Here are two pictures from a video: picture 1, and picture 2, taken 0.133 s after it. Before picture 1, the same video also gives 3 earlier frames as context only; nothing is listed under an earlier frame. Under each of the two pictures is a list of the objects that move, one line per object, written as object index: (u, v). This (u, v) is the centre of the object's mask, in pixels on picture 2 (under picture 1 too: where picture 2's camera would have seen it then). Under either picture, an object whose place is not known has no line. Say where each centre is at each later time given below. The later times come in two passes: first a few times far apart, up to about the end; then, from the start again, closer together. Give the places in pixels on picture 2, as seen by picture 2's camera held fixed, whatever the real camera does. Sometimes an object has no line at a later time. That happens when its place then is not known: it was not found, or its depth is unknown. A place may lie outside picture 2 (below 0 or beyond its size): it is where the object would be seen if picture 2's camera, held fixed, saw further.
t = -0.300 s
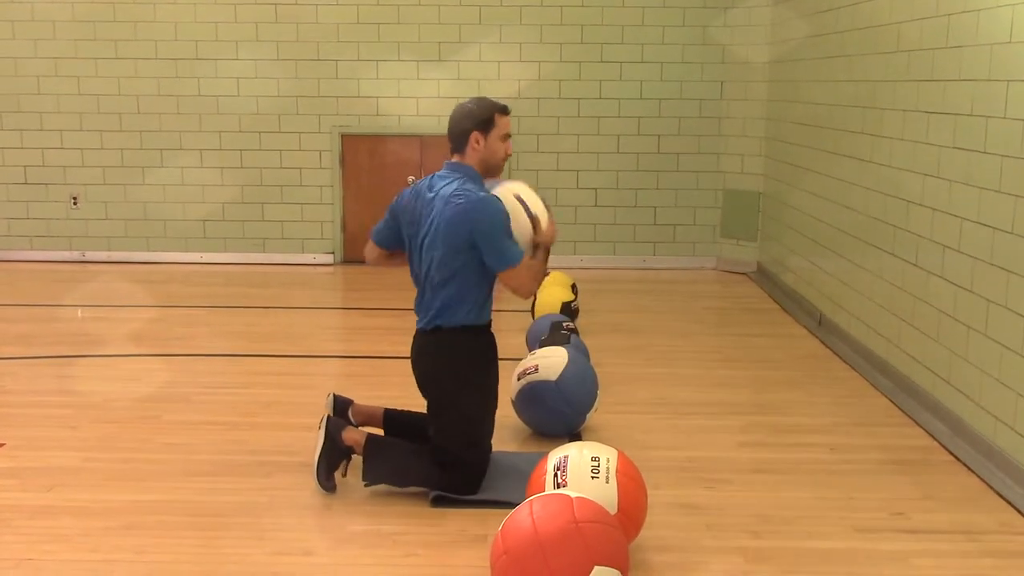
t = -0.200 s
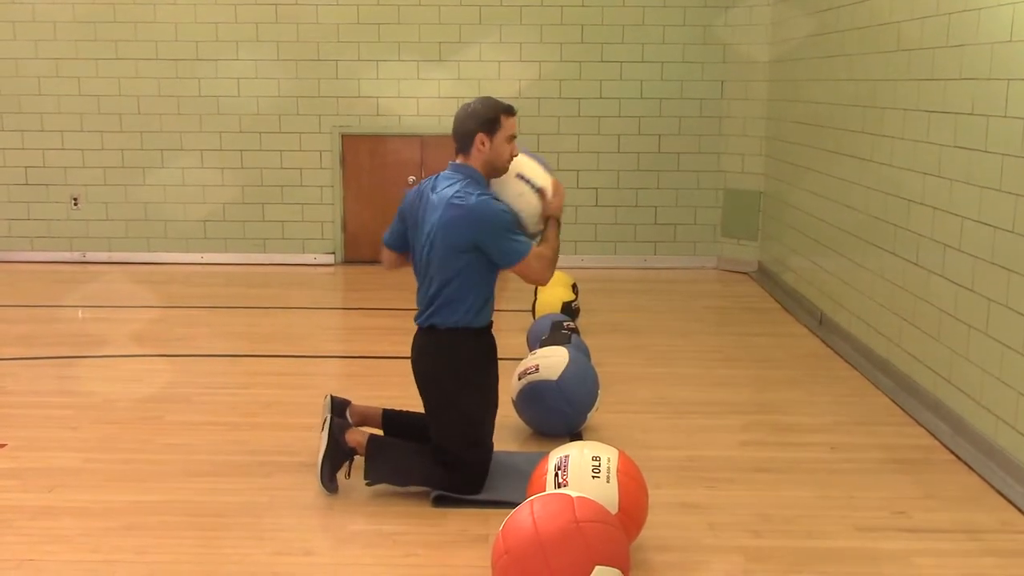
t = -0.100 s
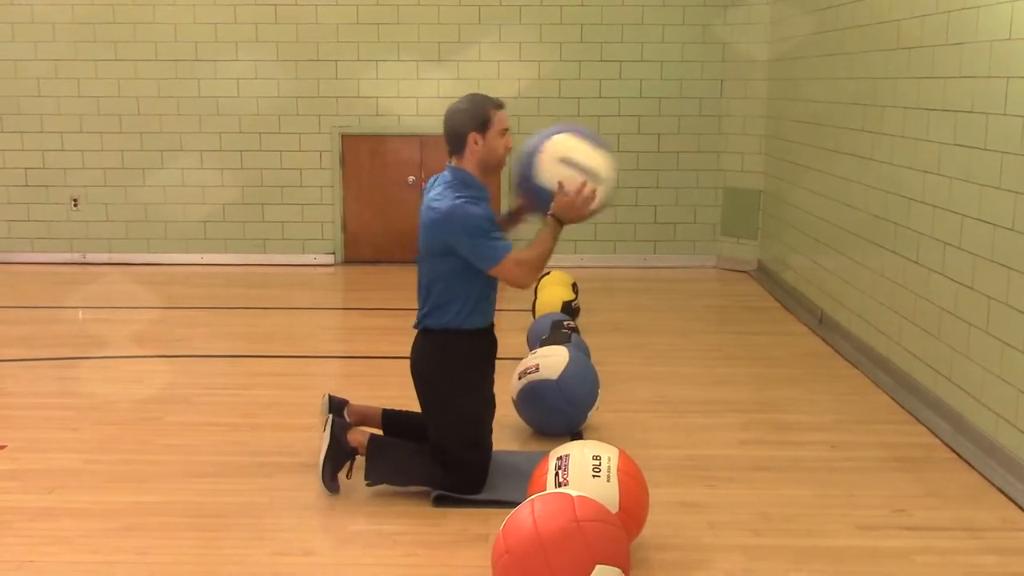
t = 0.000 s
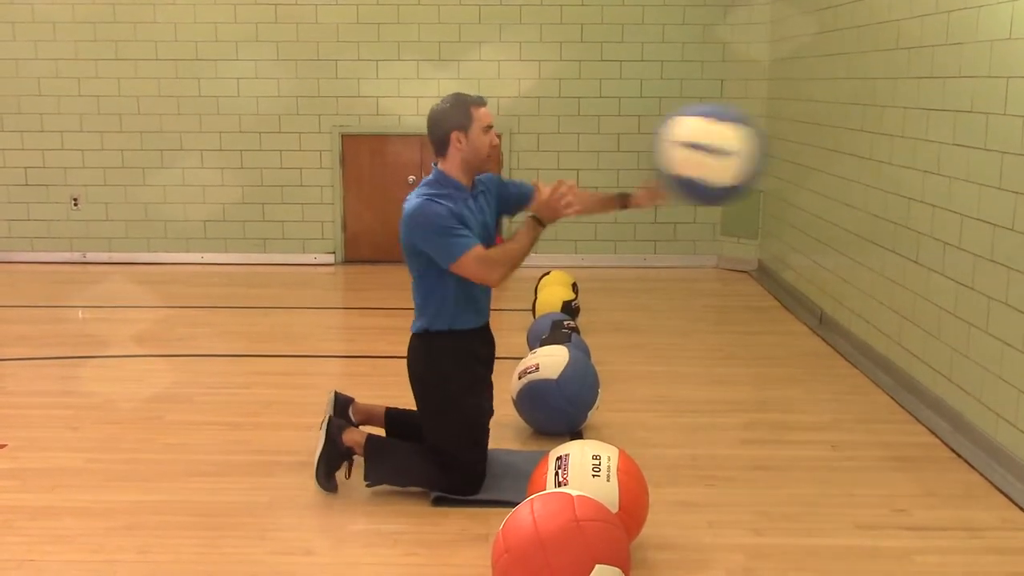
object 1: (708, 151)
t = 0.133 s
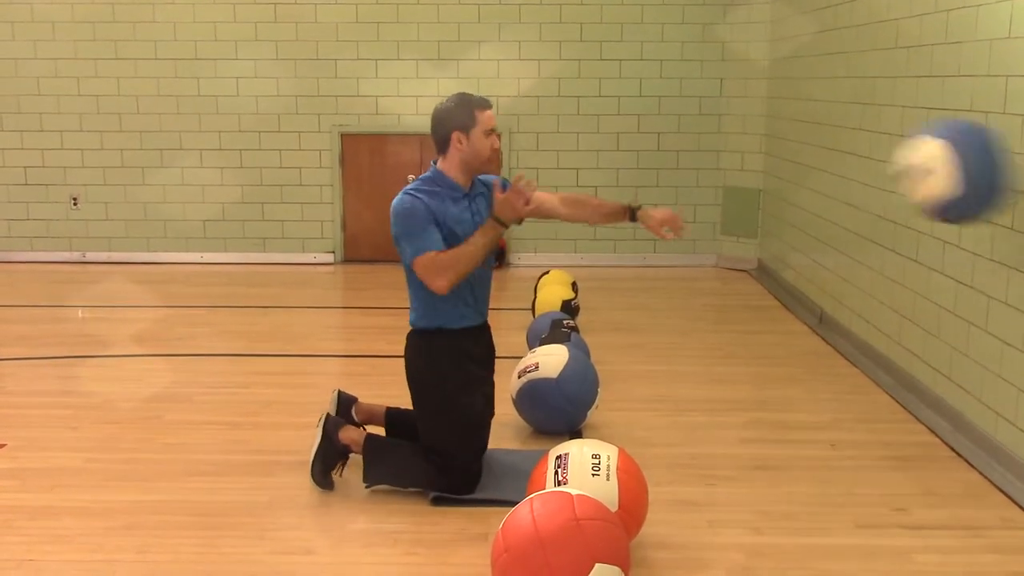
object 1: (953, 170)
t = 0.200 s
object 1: (971, 191)
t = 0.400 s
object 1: (786, 309)
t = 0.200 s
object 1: (971, 191)
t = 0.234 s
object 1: (941, 203)
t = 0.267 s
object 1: (912, 218)
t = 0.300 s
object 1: (880, 236)
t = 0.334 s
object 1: (850, 258)
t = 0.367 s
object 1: (817, 282)
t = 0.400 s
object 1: (786, 309)
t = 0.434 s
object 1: (754, 338)
